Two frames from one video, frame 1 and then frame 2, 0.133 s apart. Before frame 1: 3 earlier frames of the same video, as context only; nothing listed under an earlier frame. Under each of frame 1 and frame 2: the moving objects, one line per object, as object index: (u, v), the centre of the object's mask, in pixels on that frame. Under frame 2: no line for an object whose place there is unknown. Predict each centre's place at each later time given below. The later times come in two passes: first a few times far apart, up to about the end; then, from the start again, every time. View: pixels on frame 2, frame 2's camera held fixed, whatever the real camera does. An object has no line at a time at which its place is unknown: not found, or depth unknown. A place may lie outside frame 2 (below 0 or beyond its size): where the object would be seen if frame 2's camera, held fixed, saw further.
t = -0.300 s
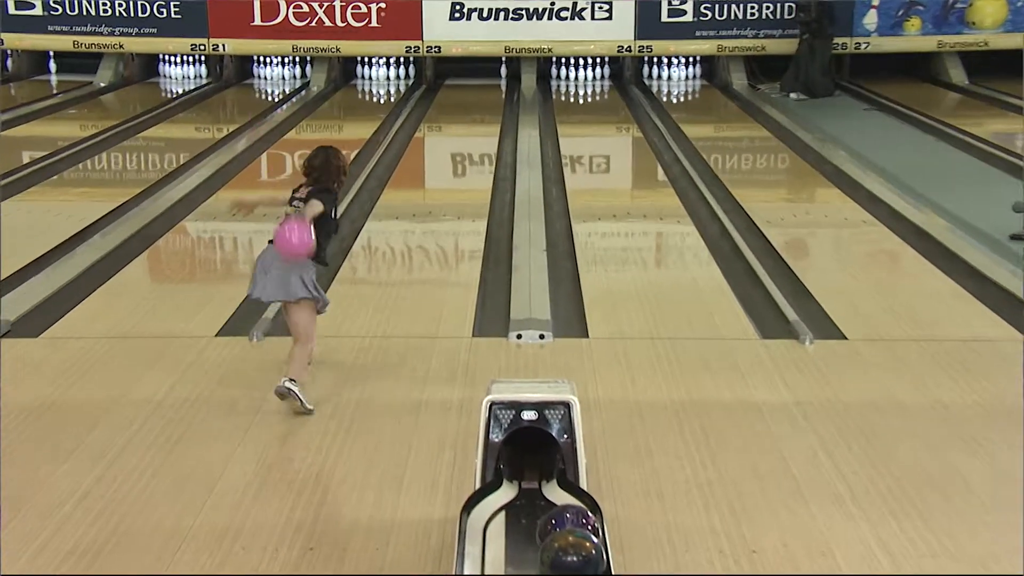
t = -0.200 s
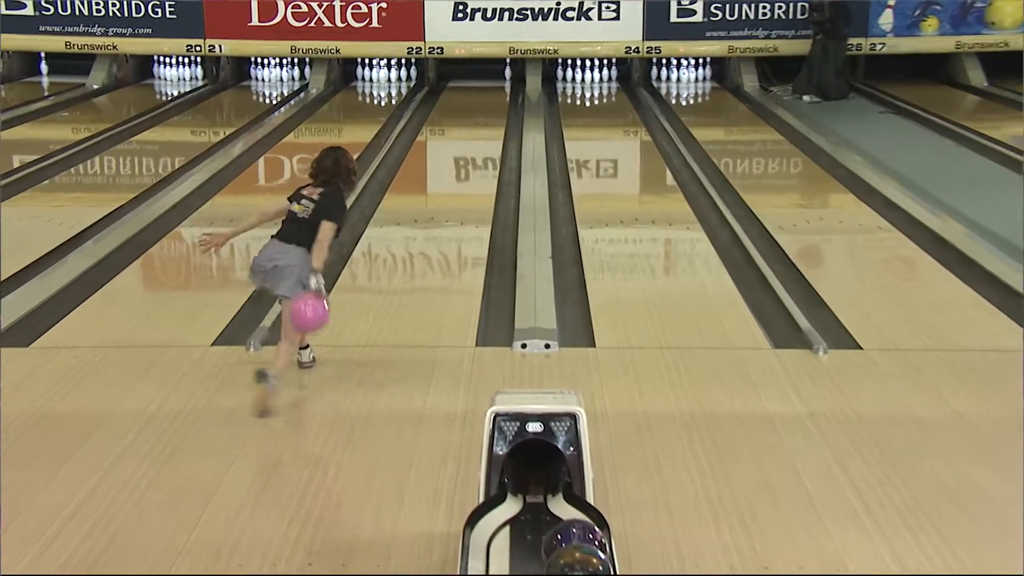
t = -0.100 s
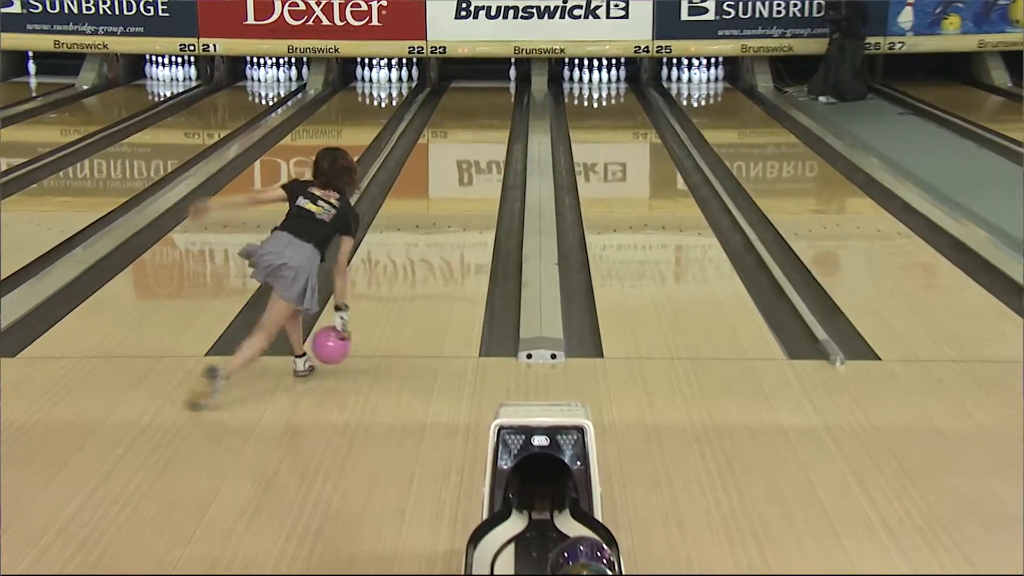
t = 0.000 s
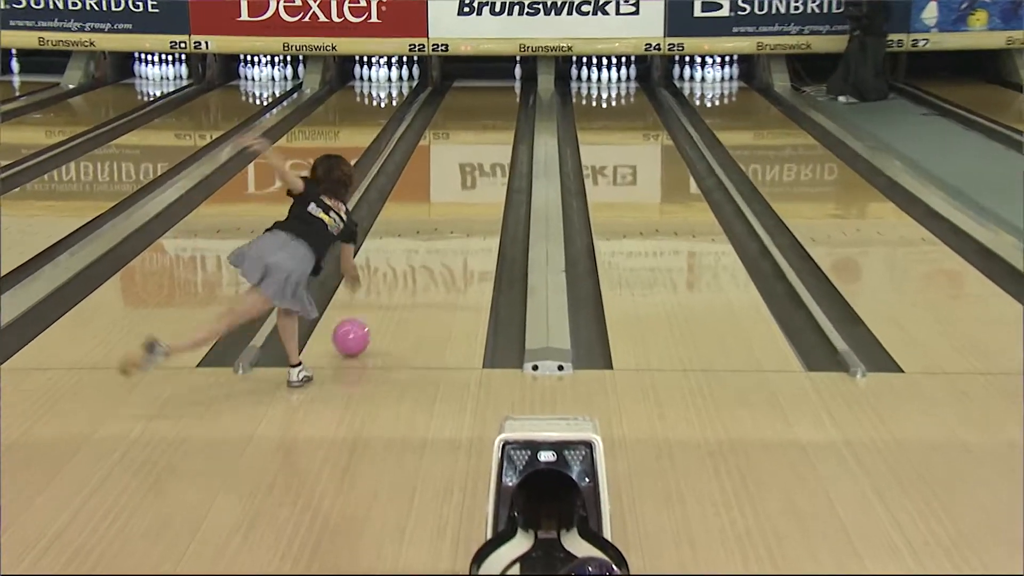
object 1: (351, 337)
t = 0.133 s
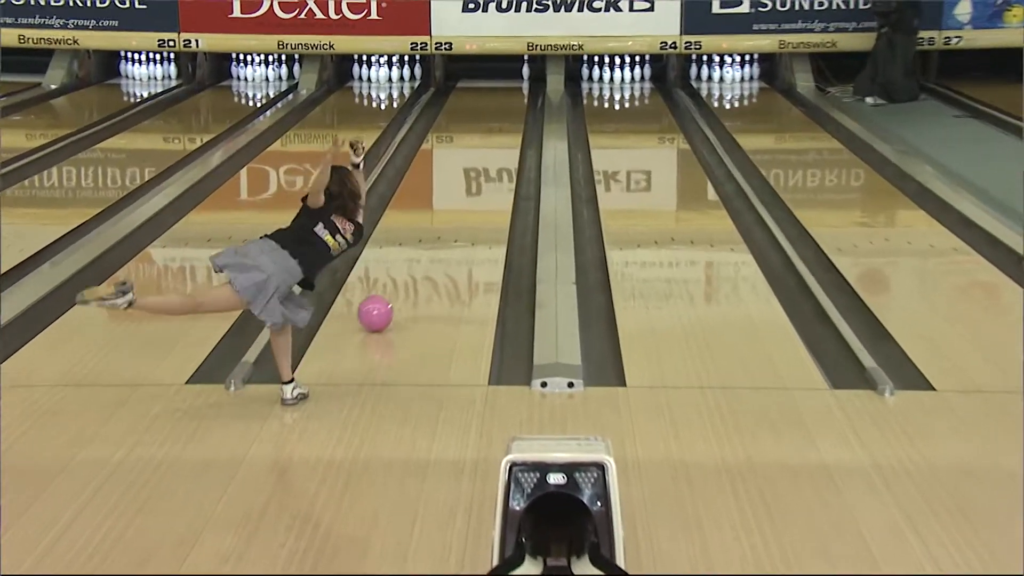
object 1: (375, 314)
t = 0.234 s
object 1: (391, 289)
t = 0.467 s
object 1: (422, 242)
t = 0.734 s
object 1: (449, 202)
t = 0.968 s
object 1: (469, 174)
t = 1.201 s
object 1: (485, 150)
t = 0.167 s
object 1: (381, 305)
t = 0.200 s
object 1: (386, 297)
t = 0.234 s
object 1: (391, 289)
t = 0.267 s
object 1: (396, 282)
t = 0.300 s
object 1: (401, 275)
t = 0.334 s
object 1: (405, 267)
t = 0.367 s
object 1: (410, 261)
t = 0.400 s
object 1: (414, 255)
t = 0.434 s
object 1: (418, 249)
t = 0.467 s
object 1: (422, 242)
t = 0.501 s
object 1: (426, 236)
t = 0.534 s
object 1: (429, 231)
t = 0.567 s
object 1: (433, 226)
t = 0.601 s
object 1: (436, 221)
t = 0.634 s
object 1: (440, 216)
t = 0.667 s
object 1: (443, 211)
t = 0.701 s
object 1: (446, 206)
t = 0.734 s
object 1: (449, 202)
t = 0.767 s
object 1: (452, 197)
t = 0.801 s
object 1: (455, 193)
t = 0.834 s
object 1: (458, 189)
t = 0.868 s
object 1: (460, 185)
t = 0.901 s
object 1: (463, 181)
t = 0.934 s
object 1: (466, 178)
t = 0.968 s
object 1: (469, 174)
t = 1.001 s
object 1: (471, 170)
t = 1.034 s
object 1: (473, 166)
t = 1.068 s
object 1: (475, 163)
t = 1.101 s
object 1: (478, 159)
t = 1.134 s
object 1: (480, 156)
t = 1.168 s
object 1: (483, 153)
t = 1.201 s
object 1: (485, 150)
